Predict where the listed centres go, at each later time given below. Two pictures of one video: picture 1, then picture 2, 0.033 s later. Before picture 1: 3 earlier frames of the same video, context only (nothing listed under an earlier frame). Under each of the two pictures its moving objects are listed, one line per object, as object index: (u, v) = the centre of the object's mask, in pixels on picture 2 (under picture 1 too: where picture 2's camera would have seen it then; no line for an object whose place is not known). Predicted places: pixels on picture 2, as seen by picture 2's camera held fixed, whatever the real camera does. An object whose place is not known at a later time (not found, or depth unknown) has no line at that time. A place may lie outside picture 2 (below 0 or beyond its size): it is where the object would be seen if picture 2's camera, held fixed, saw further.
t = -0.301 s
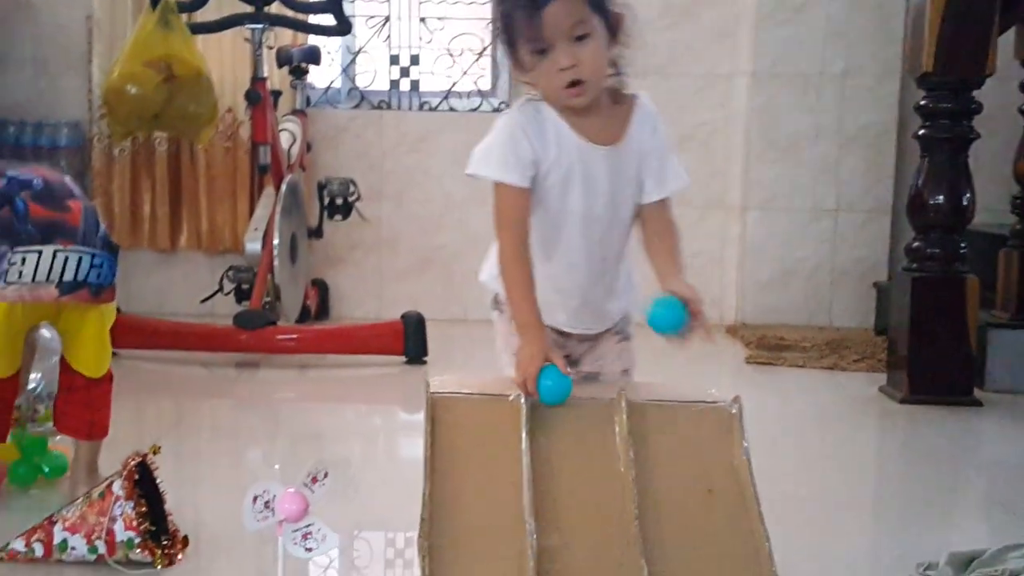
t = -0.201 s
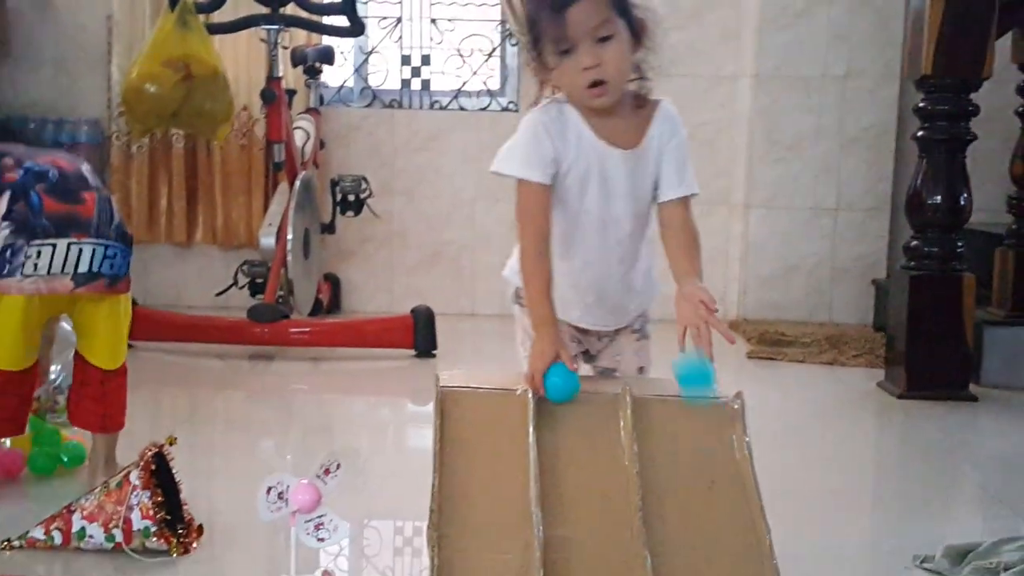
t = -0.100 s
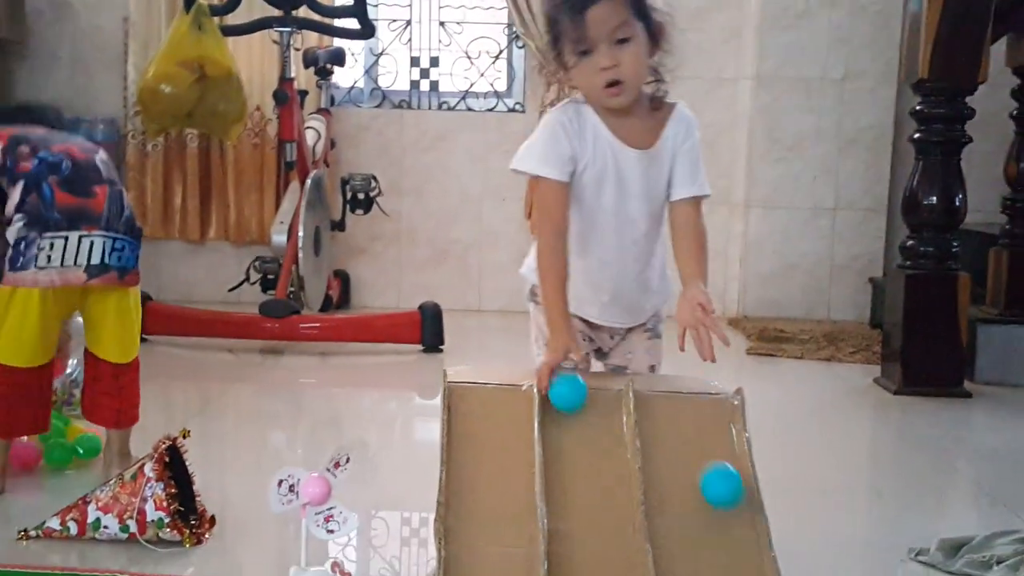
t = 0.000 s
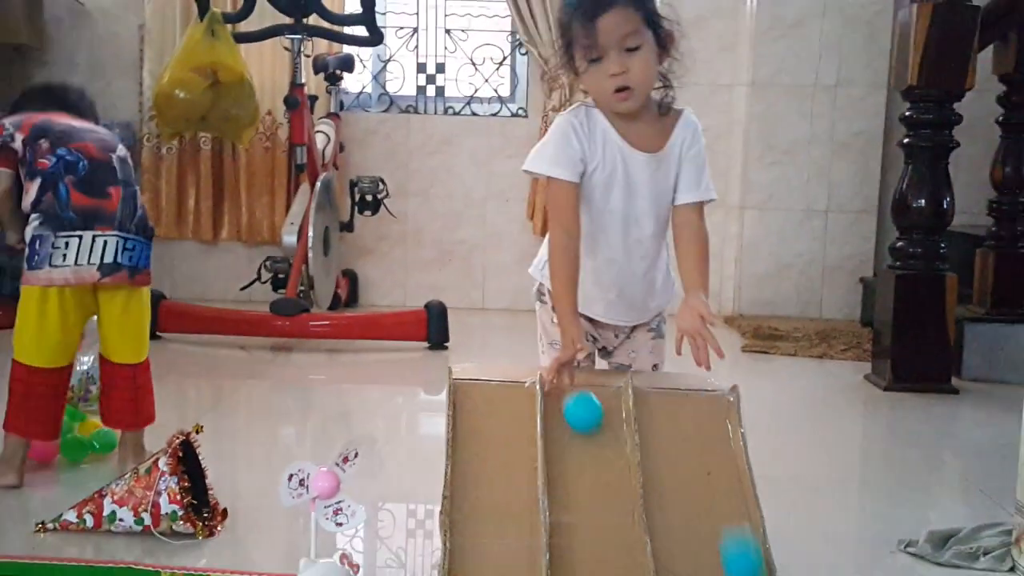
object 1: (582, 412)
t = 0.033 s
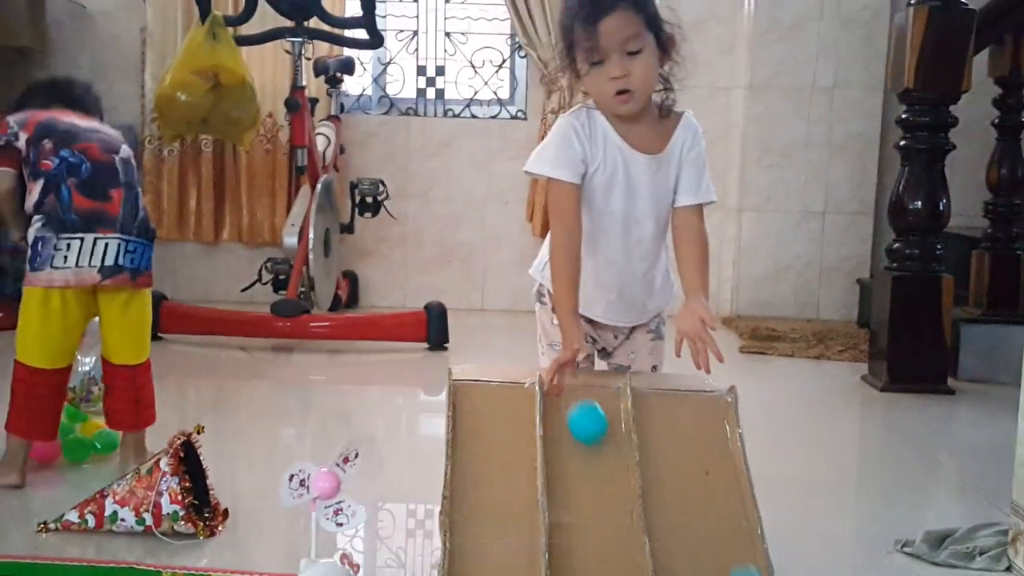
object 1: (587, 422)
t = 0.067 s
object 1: (593, 436)
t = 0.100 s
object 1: (599, 452)
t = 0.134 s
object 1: (605, 469)
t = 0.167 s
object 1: (613, 488)
